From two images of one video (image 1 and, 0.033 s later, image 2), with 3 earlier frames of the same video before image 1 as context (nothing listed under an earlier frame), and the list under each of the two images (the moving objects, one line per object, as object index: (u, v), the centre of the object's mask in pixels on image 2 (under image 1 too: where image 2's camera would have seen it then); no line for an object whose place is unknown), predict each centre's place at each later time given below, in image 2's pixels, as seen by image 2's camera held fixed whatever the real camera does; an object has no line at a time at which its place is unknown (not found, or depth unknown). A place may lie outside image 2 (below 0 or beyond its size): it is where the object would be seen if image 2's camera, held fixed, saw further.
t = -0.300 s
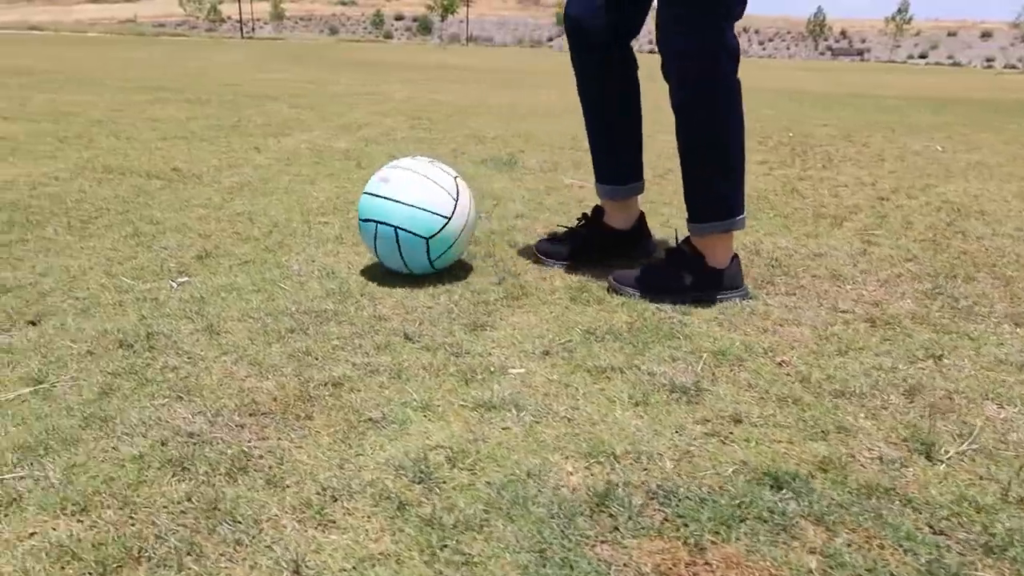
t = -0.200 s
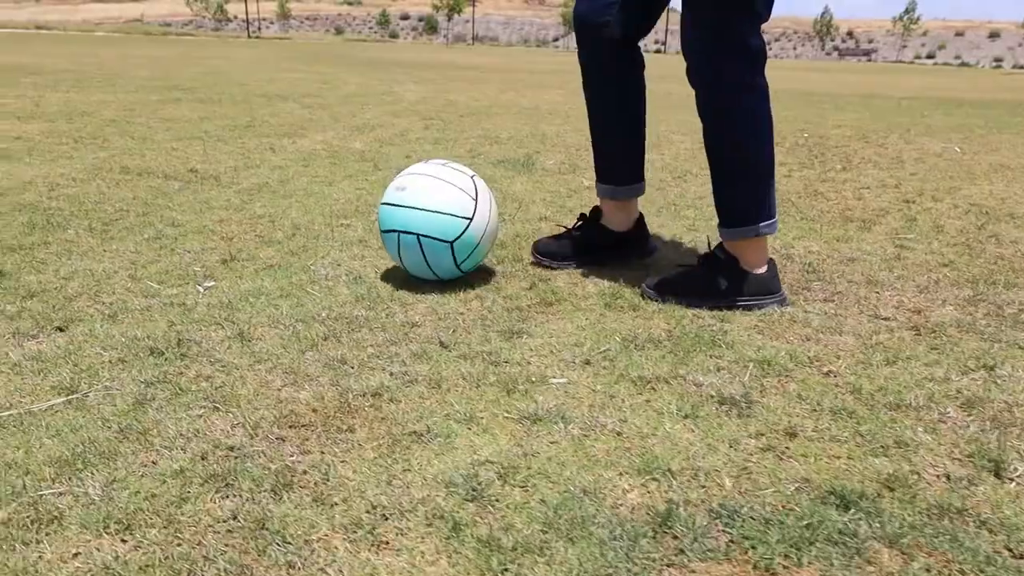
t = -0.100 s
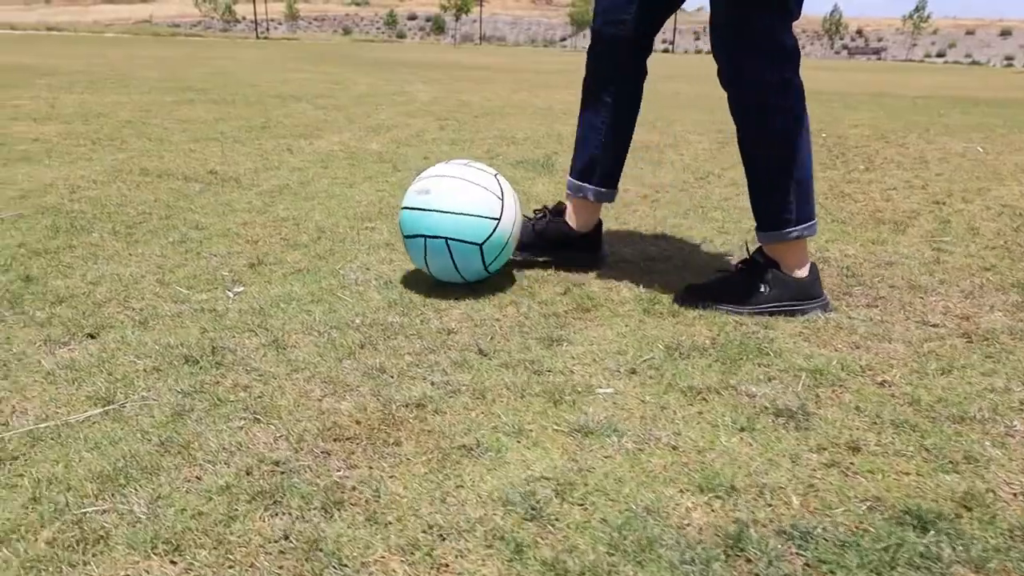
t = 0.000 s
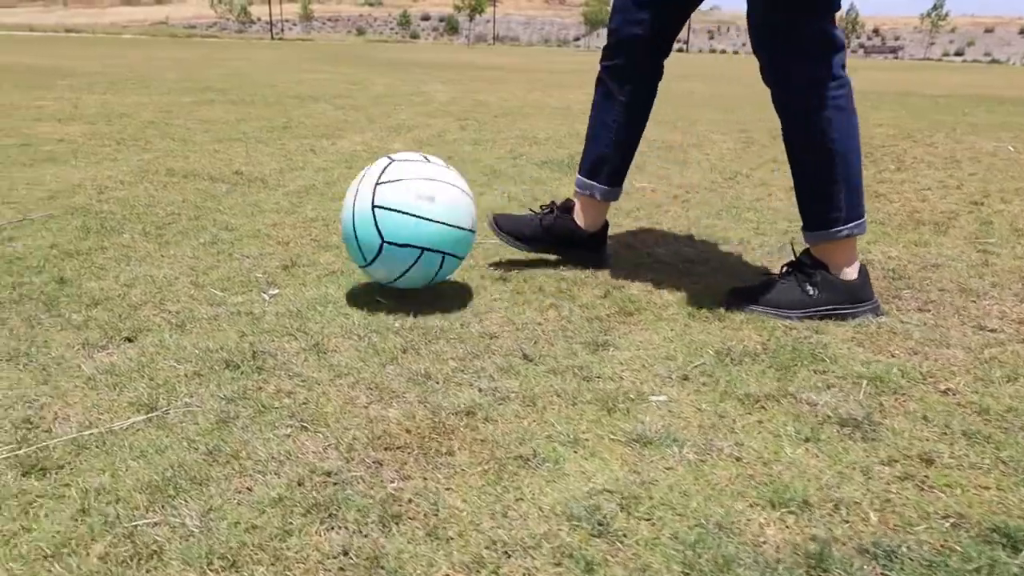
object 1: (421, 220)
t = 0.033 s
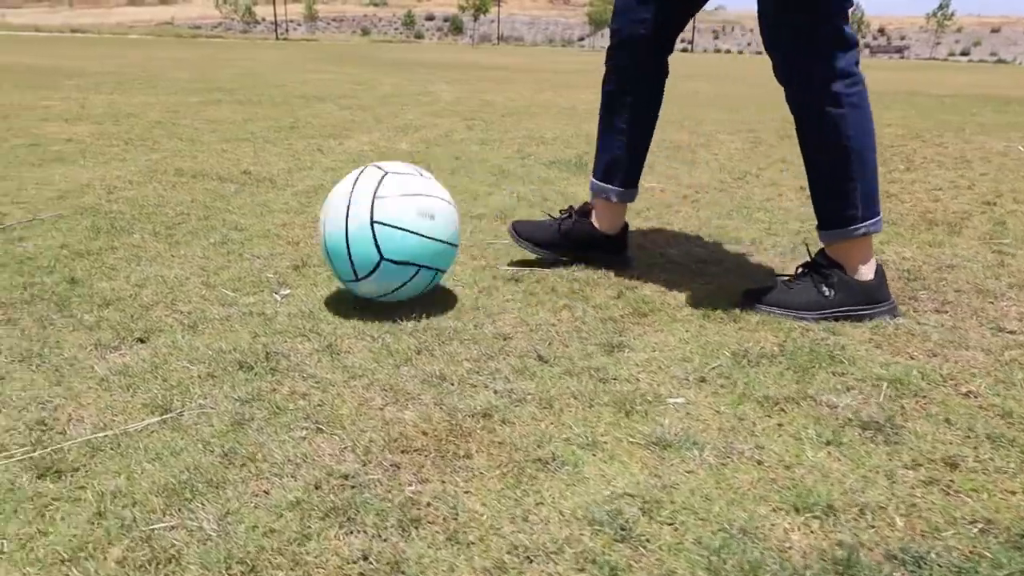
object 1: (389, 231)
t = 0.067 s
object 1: (357, 247)
